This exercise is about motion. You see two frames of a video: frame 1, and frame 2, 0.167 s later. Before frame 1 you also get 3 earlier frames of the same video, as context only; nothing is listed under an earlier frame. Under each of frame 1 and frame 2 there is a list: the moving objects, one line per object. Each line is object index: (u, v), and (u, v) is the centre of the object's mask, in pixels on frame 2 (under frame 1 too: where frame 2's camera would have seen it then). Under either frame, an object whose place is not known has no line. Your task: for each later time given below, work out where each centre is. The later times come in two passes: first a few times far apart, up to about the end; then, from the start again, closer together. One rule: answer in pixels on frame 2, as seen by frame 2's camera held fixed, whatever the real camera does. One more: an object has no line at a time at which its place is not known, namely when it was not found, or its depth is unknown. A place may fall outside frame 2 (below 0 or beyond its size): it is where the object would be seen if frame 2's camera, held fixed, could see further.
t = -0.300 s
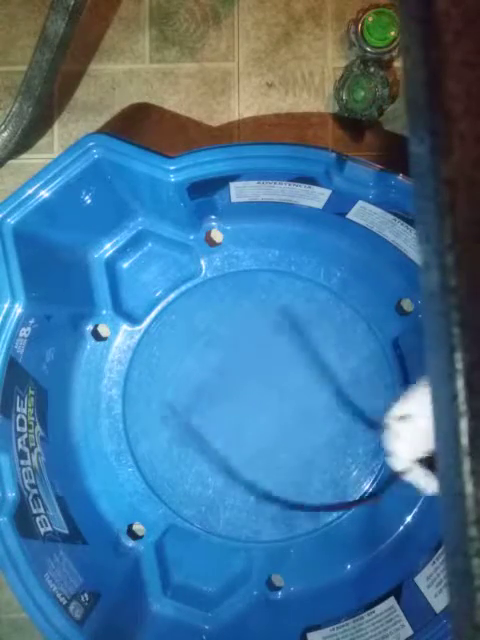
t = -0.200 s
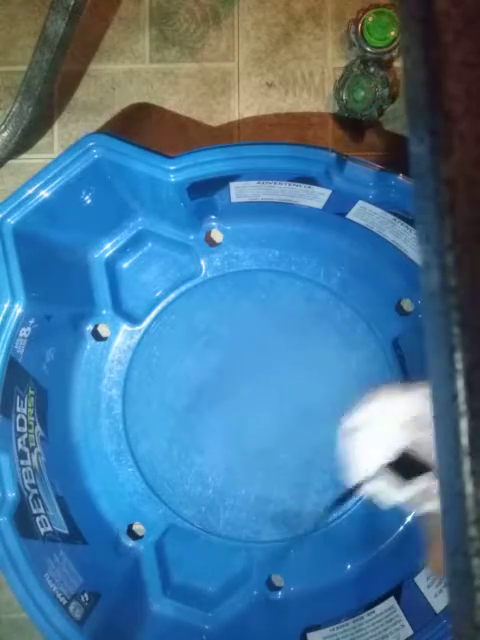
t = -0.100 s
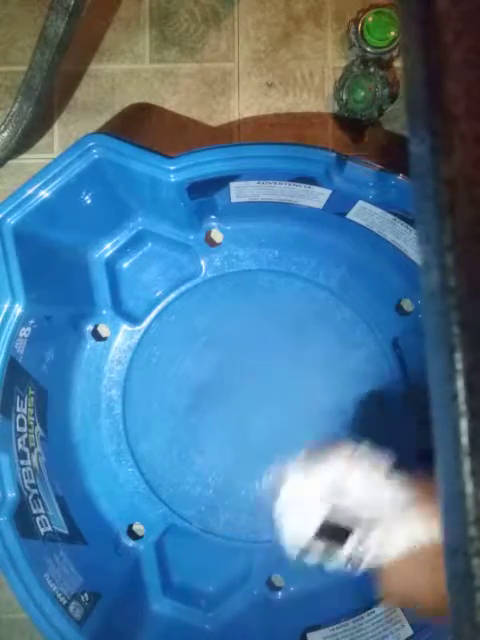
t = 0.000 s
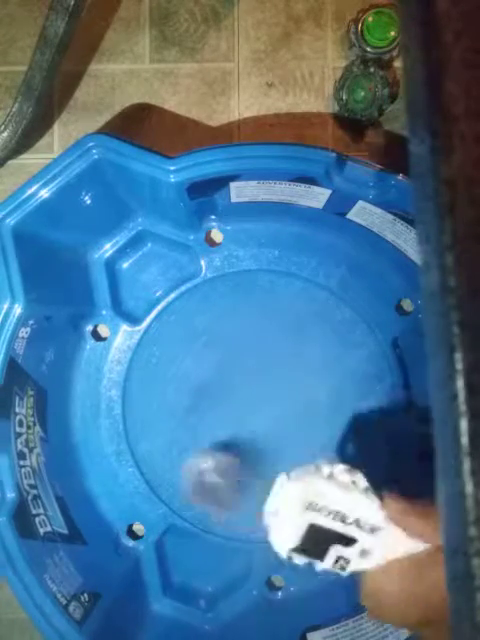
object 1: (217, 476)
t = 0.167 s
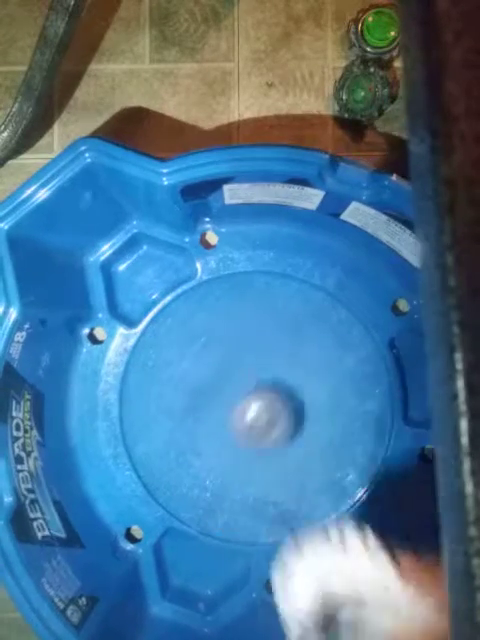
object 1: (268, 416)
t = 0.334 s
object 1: (275, 348)
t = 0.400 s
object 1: (251, 342)
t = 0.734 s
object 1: (289, 460)
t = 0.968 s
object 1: (342, 316)
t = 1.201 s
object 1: (148, 367)
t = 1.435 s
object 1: (259, 544)
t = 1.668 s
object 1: (382, 353)
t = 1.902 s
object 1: (158, 330)
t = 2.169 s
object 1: (257, 543)
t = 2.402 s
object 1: (389, 387)
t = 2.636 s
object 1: (197, 299)
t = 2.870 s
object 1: (155, 495)
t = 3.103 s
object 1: (336, 499)
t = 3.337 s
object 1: (332, 318)
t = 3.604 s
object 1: (144, 363)
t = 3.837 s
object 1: (227, 498)
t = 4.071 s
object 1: (366, 432)
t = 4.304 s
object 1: (283, 298)
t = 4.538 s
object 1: (173, 395)
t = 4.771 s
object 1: (266, 500)
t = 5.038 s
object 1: (364, 400)
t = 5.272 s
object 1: (242, 334)
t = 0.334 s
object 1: (275, 348)
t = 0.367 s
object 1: (263, 343)
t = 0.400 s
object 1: (251, 342)
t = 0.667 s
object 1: (245, 449)
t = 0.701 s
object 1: (268, 457)
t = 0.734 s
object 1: (289, 460)
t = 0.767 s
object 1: (315, 454)
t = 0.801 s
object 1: (339, 443)
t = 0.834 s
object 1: (356, 426)
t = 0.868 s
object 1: (367, 400)
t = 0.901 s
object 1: (367, 373)
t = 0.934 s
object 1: (356, 342)
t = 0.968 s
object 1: (342, 316)
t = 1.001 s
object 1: (313, 295)
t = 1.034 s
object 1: (283, 285)
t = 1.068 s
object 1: (247, 284)
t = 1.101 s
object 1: (213, 293)
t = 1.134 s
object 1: (186, 310)
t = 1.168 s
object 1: (164, 335)
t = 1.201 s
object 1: (148, 367)
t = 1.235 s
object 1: (141, 400)
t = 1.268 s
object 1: (142, 435)
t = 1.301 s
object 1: (153, 468)
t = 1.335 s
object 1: (169, 496)
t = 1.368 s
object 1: (192, 519)
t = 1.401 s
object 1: (224, 539)
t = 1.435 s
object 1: (259, 544)
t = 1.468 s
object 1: (295, 537)
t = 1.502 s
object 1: (326, 527)
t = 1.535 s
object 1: (360, 500)
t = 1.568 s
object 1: (385, 466)
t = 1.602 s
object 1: (396, 421)
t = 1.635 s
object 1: (394, 386)
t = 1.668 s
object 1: (382, 353)
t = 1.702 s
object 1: (356, 316)
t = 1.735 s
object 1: (326, 293)
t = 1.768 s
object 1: (288, 281)
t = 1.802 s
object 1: (250, 280)
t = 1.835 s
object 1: (213, 291)
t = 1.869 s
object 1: (183, 308)
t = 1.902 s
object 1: (158, 330)
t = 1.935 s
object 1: (139, 359)
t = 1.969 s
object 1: (127, 392)
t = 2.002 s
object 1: (123, 426)
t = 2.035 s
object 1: (131, 458)
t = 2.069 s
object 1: (155, 495)
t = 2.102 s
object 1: (179, 522)
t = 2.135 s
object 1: (216, 540)
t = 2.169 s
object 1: (257, 543)
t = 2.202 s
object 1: (287, 542)
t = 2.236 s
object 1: (324, 523)
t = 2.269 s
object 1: (352, 503)
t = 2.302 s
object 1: (376, 485)
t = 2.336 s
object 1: (391, 451)
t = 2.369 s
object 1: (393, 418)
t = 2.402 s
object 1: (389, 387)
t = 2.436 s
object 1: (375, 354)
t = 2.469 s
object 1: (356, 325)
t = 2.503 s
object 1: (327, 303)
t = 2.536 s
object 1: (295, 290)
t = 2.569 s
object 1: (265, 285)
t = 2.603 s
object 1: (229, 288)
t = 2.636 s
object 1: (197, 299)
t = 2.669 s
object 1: (170, 319)
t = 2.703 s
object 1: (147, 341)
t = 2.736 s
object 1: (131, 370)
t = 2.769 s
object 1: (122, 400)
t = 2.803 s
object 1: (127, 434)
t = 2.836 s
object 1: (138, 467)
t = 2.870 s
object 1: (155, 495)
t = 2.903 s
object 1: (178, 517)
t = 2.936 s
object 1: (204, 528)
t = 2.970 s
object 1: (232, 536)
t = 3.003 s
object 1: (261, 533)
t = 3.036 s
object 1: (288, 526)
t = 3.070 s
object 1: (315, 514)
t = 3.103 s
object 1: (336, 499)
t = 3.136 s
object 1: (349, 481)
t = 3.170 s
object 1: (367, 451)
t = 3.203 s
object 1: (372, 420)
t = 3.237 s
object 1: (371, 394)
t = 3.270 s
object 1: (365, 367)
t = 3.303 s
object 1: (348, 337)
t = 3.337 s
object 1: (332, 318)
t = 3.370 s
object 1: (305, 300)
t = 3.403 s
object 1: (280, 290)
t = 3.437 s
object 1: (249, 286)
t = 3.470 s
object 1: (219, 290)
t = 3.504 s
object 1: (194, 301)
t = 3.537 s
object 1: (173, 317)
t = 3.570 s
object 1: (156, 339)
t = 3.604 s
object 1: (144, 363)
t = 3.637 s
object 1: (139, 389)
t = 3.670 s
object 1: (141, 416)
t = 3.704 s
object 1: (150, 441)
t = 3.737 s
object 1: (162, 461)
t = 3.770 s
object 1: (180, 478)
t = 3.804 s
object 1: (200, 491)
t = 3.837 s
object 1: (227, 498)
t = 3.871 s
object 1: (250, 502)
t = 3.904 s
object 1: (274, 499)
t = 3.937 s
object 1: (301, 495)
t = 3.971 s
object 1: (322, 483)
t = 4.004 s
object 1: (343, 469)
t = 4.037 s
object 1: (353, 453)
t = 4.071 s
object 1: (366, 432)
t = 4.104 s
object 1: (371, 406)
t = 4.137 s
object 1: (370, 382)
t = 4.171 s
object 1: (360, 357)
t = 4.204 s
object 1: (348, 338)
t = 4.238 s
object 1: (330, 319)
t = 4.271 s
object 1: (306, 305)
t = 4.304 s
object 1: (283, 298)
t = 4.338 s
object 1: (257, 297)
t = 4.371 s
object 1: (232, 302)
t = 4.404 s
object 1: (212, 313)
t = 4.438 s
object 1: (194, 330)
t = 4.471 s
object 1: (182, 351)
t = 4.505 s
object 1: (175, 372)
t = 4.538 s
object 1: (173, 395)
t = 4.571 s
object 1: (176, 417)
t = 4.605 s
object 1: (183, 439)
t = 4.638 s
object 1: (193, 459)
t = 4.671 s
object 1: (207, 474)
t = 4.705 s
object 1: (222, 485)
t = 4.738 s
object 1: (245, 495)
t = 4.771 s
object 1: (266, 500)
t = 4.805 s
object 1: (286, 500)
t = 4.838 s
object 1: (309, 494)
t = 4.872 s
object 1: (328, 485)
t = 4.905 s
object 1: (344, 476)
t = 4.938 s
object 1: (354, 460)
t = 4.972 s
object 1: (364, 442)
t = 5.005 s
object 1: (367, 422)
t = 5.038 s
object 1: (364, 400)
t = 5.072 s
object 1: (356, 379)
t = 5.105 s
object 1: (343, 362)
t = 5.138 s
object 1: (324, 345)
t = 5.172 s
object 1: (304, 336)
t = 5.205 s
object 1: (283, 331)
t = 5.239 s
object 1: (262, 331)
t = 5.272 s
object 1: (242, 334)
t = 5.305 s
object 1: (225, 344)
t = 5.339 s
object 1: (212, 357)
